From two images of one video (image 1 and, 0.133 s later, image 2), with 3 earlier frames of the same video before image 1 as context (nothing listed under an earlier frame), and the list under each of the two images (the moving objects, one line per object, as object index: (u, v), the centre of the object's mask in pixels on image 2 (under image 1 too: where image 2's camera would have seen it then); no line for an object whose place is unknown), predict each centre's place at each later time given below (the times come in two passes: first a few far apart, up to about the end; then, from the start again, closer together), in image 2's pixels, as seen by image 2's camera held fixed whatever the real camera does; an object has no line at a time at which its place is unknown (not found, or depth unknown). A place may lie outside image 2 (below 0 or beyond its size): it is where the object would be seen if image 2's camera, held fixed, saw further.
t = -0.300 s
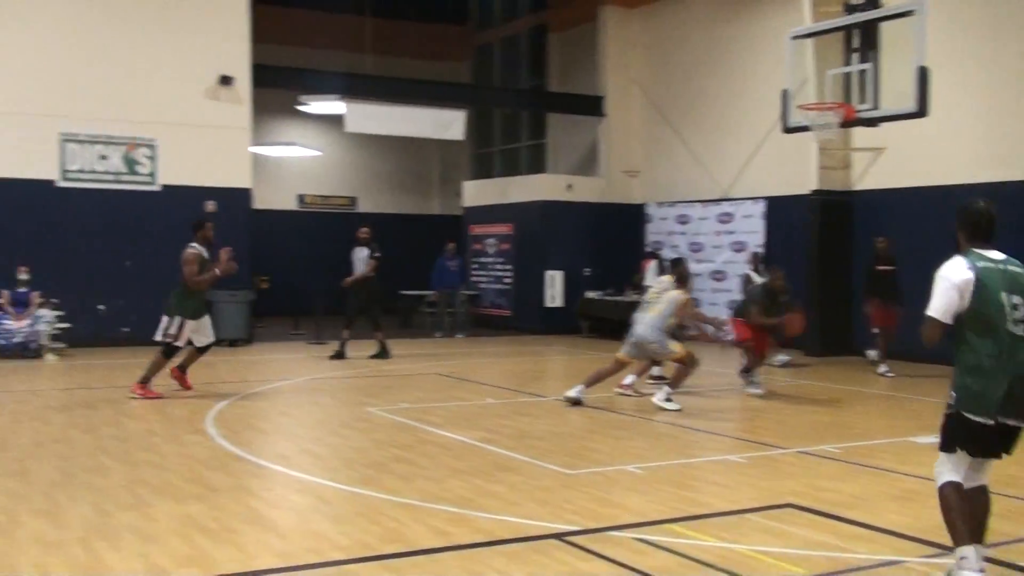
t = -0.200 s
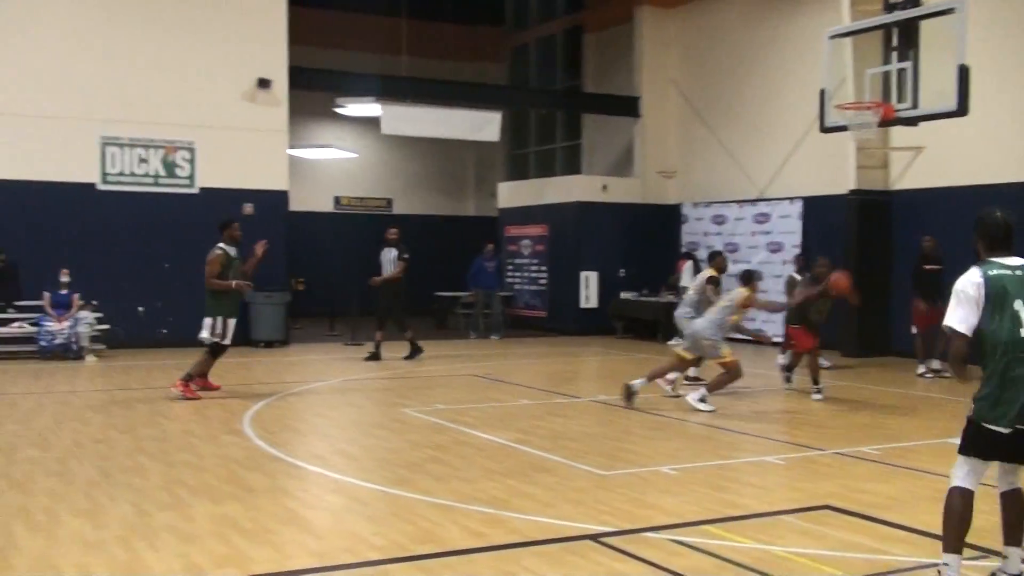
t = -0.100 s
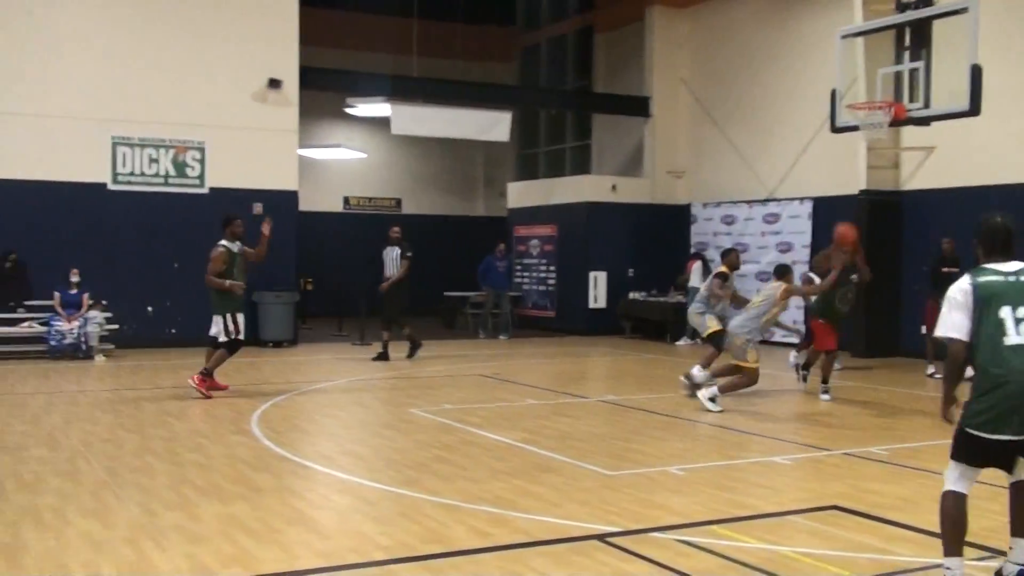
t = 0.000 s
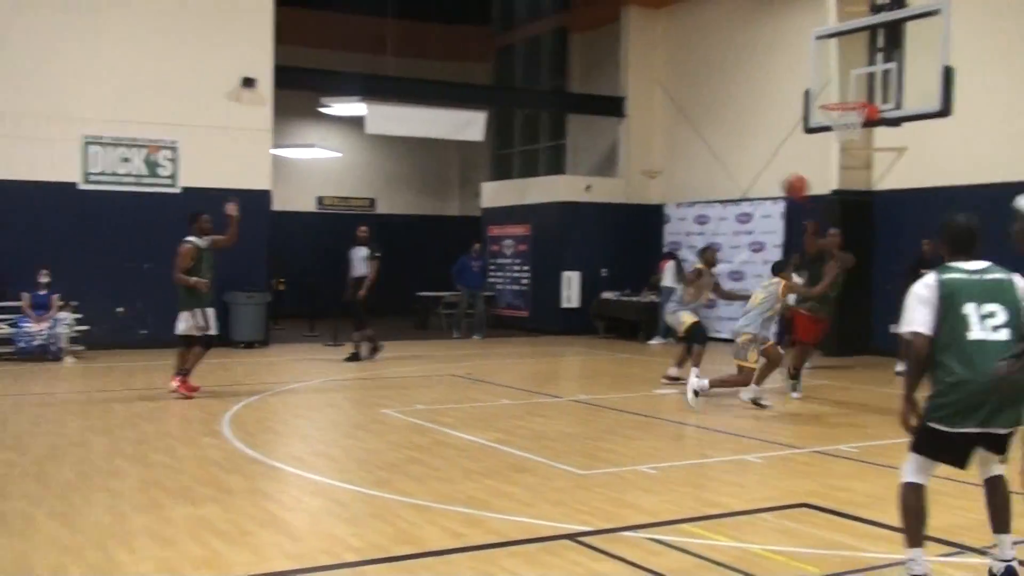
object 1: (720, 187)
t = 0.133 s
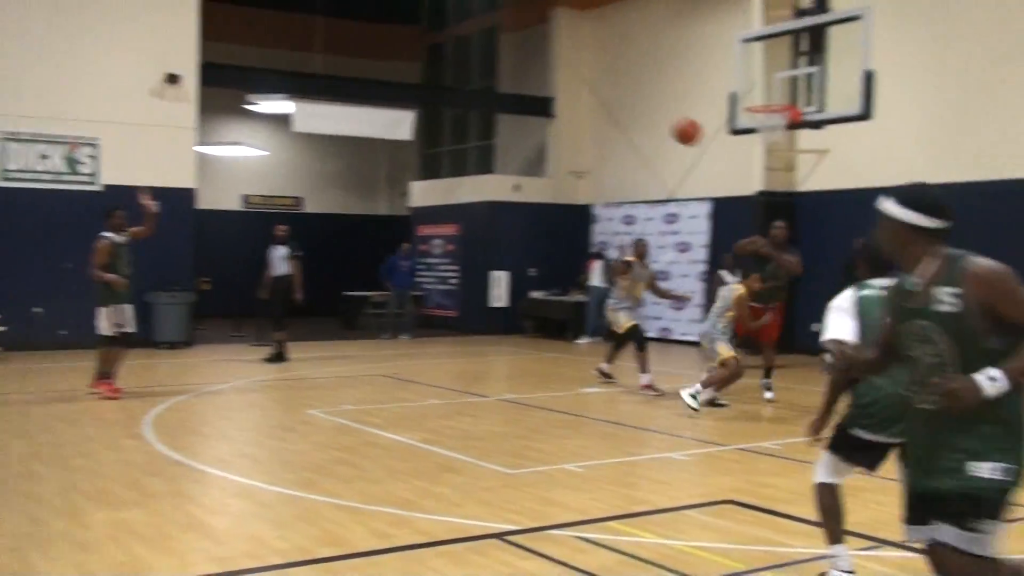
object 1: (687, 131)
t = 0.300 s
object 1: (635, 77)
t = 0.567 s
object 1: (515, 40)
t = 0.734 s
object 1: (402, 76)
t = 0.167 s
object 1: (677, 119)
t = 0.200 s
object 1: (669, 107)
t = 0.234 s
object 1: (658, 96)
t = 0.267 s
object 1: (647, 86)
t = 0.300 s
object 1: (635, 77)
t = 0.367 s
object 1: (609, 60)
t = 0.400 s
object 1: (596, 52)
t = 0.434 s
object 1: (582, 47)
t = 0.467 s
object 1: (567, 43)
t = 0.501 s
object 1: (550, 40)
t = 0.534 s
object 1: (533, 39)
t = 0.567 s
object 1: (515, 40)
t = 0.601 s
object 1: (496, 42)
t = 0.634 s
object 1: (475, 48)
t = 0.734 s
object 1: (402, 76)
